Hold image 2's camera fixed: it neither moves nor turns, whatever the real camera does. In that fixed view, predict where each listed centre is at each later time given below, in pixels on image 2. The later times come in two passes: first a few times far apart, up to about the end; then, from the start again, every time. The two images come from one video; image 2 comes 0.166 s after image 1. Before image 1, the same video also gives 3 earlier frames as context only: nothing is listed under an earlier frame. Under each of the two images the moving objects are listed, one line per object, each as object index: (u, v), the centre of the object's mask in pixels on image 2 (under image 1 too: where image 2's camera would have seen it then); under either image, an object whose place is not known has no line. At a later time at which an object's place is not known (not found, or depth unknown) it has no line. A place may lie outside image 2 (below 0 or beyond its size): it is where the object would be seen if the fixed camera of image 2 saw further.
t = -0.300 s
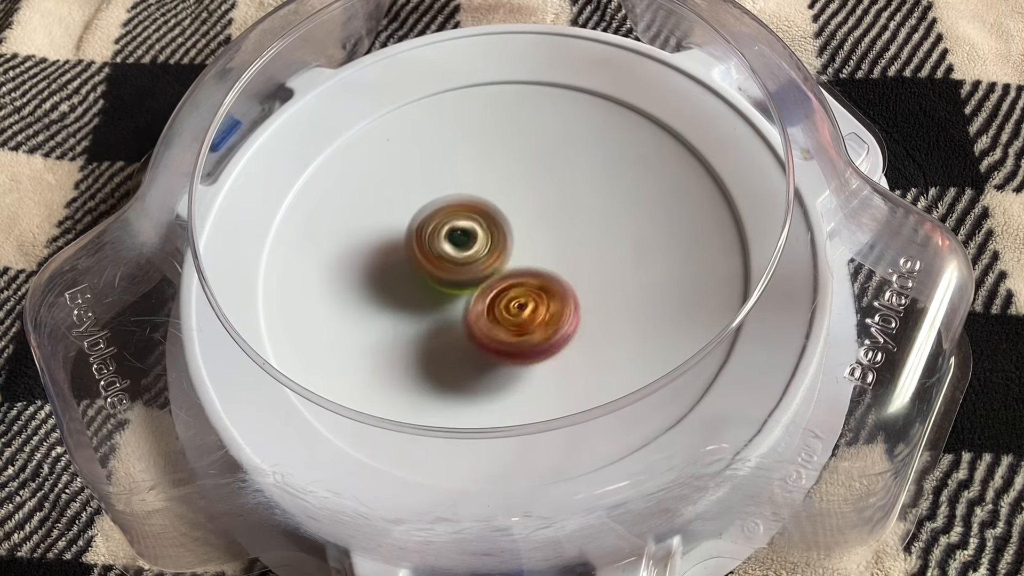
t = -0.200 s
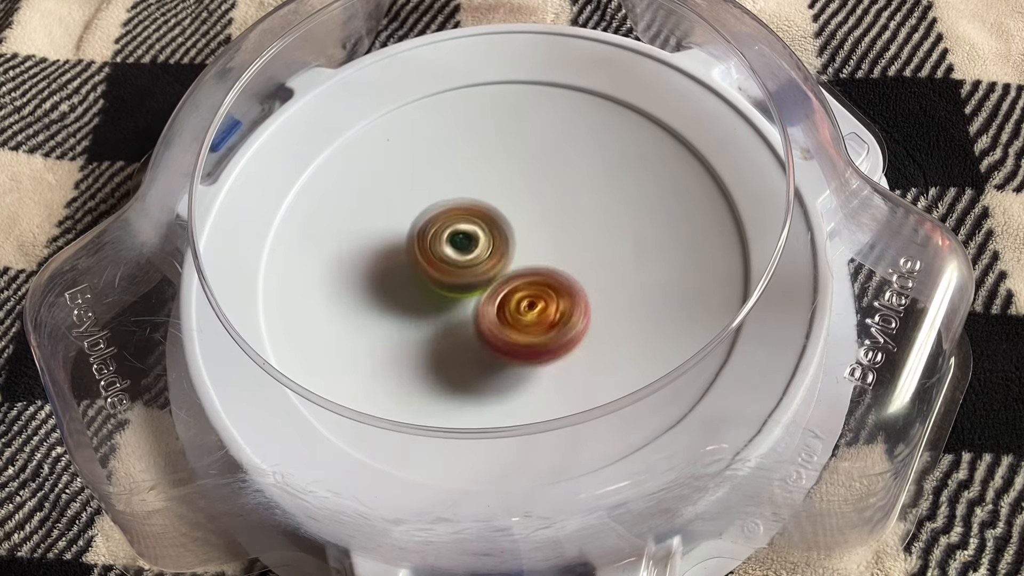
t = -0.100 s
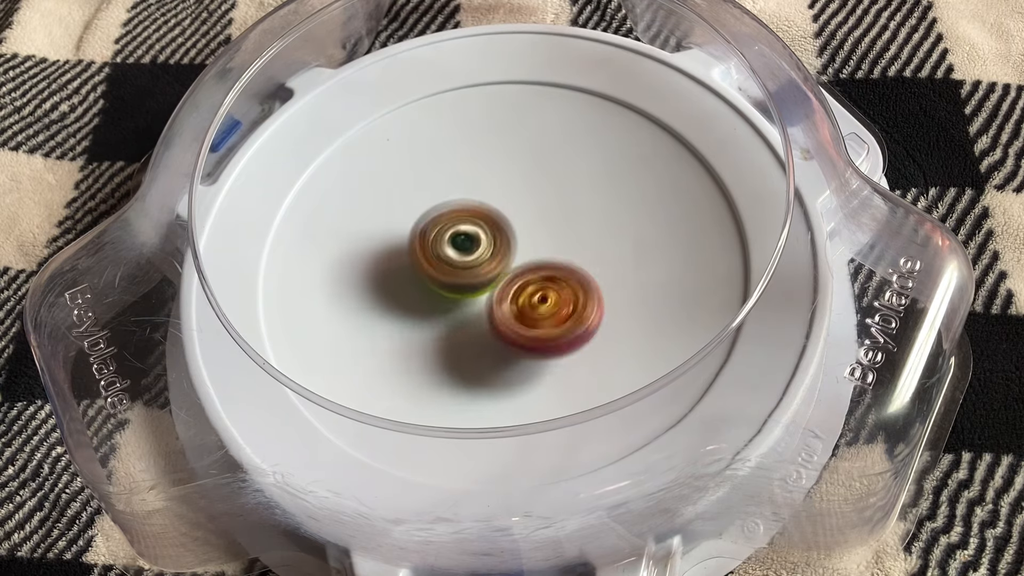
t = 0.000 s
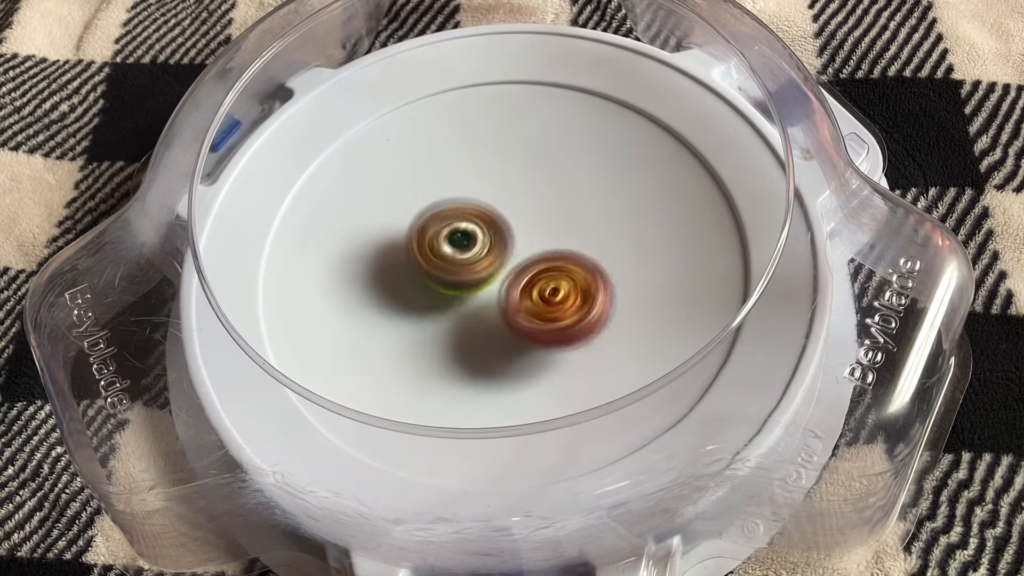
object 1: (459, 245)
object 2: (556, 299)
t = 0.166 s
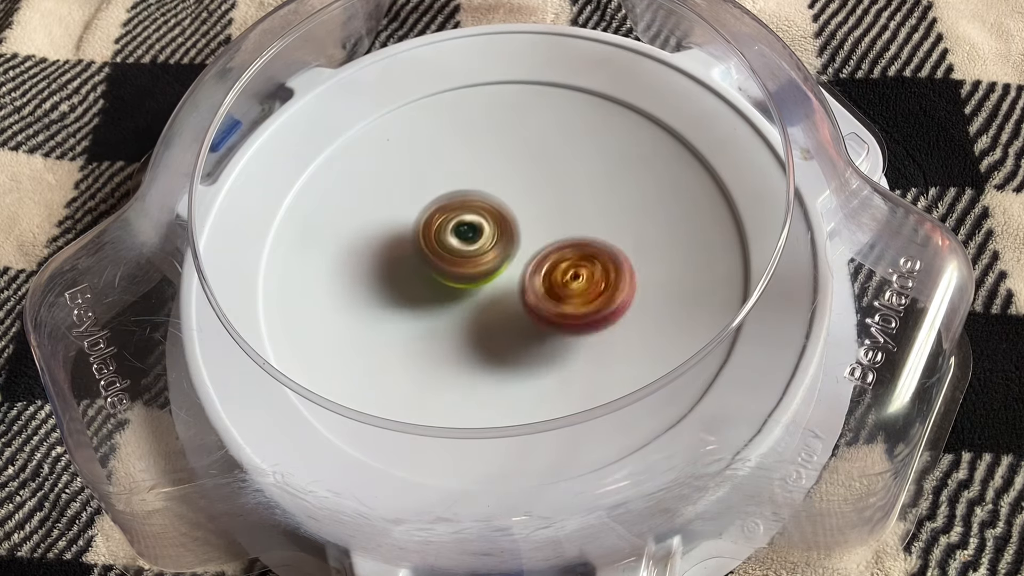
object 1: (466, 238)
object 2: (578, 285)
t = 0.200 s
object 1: (469, 239)
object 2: (576, 281)
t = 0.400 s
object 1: (432, 229)
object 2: (615, 257)
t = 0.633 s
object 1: (429, 234)
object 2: (589, 222)
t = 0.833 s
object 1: (407, 249)
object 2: (550, 270)
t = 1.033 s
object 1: (427, 266)
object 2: (563, 293)
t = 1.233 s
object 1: (423, 265)
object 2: (587, 292)
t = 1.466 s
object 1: (453, 259)
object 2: (582, 259)
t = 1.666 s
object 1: (422, 257)
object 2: (555, 239)
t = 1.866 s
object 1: (415, 261)
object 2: (539, 241)
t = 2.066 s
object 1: (420, 267)
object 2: (550, 251)
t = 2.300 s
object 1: (434, 276)
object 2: (566, 264)
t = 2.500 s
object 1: (450, 279)
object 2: (570, 251)
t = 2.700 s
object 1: (452, 275)
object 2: (565, 235)
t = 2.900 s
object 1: (444, 274)
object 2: (554, 230)
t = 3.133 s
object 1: (441, 273)
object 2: (555, 242)
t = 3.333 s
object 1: (430, 276)
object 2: (570, 252)
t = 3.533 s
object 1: (444, 278)
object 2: (559, 263)
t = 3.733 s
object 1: (443, 272)
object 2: (564, 266)
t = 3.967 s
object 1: (443, 266)
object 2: (558, 255)
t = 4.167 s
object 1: (430, 266)
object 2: (558, 242)
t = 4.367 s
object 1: (405, 275)
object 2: (564, 232)
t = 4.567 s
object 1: (421, 279)
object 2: (546, 236)
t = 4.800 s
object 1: (417, 274)
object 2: (585, 255)
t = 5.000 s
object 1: (443, 261)
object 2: (585, 250)
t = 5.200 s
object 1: (411, 233)
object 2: (596, 257)
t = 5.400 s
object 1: (414, 229)
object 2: (585, 257)
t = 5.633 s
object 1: (402, 236)
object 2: (535, 283)
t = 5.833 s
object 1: (423, 251)
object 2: (529, 298)
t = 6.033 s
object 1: (429, 251)
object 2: (567, 301)
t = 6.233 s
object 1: (449, 244)
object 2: (553, 264)
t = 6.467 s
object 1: (419, 204)
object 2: (577, 263)
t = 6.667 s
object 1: (431, 212)
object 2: (546, 260)
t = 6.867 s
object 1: (393, 187)
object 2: (551, 320)
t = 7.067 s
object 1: (411, 205)
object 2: (529, 323)
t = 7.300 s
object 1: (446, 247)
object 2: (547, 280)
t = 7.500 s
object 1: (465, 249)
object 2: (576, 271)
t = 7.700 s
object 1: (475, 243)
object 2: (558, 273)
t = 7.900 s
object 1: (464, 230)
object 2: (535, 290)
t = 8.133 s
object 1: (447, 245)
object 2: (518, 324)
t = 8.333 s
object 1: (454, 259)
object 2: (521, 312)
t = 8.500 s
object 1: (444, 257)
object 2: (527, 299)
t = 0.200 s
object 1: (469, 239)
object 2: (576, 281)
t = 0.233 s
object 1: (470, 240)
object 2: (573, 275)
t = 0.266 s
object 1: (467, 240)
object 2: (575, 271)
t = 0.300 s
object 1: (468, 239)
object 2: (573, 267)
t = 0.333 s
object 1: (460, 238)
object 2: (583, 264)
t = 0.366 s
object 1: (443, 233)
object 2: (600, 262)
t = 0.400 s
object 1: (432, 229)
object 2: (615, 257)
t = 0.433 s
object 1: (426, 227)
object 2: (627, 250)
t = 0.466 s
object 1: (425, 226)
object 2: (631, 242)
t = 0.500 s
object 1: (425, 226)
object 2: (631, 235)
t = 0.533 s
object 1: (425, 227)
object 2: (627, 229)
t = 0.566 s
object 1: (426, 229)
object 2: (617, 224)
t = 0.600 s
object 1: (428, 232)
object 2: (604, 221)
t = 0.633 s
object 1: (429, 234)
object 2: (589, 222)
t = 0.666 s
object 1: (431, 237)
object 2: (571, 226)
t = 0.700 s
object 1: (434, 240)
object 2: (550, 234)
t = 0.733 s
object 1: (425, 243)
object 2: (544, 245)
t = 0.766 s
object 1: (413, 246)
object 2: (545, 254)
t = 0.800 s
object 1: (408, 247)
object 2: (547, 263)
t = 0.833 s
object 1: (407, 249)
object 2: (550, 270)
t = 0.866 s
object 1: (407, 251)
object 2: (554, 278)
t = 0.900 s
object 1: (410, 253)
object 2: (558, 284)
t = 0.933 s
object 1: (413, 256)
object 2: (562, 288)
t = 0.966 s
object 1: (417, 260)
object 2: (563, 290)
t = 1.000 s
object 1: (422, 263)
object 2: (564, 291)
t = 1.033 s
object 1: (427, 266)
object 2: (563, 293)
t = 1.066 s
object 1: (431, 270)
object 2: (562, 294)
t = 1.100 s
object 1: (436, 272)
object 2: (559, 292)
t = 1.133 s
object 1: (441, 274)
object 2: (555, 292)
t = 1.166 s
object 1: (434, 273)
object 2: (563, 293)
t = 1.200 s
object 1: (426, 268)
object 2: (576, 295)
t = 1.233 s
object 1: (423, 265)
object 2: (587, 292)
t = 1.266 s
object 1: (425, 263)
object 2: (596, 289)
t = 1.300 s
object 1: (429, 261)
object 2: (600, 283)
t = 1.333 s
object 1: (433, 261)
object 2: (603, 280)
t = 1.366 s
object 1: (438, 260)
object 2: (603, 273)
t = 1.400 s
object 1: (443, 260)
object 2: (599, 268)
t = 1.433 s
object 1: (447, 260)
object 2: (591, 262)
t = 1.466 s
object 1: (453, 259)
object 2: (582, 259)
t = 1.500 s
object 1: (457, 259)
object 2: (571, 252)
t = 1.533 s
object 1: (447, 258)
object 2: (567, 248)
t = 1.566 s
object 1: (441, 257)
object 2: (561, 245)
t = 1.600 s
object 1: (440, 256)
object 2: (554, 244)
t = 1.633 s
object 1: (431, 256)
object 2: (555, 241)
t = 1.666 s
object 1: (422, 257)
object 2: (555, 239)
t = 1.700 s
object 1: (418, 256)
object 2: (555, 236)
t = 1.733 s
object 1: (419, 255)
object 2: (551, 236)
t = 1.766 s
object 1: (420, 256)
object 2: (547, 236)
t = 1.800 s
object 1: (423, 257)
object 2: (540, 236)
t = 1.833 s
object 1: (422, 259)
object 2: (536, 237)
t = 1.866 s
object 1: (415, 261)
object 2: (539, 241)
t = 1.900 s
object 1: (411, 262)
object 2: (543, 242)
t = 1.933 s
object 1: (410, 262)
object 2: (547, 243)
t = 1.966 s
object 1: (410, 263)
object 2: (549, 244)
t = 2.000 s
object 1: (412, 264)
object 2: (550, 248)
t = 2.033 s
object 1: (416, 265)
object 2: (551, 249)
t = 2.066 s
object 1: (420, 267)
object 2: (550, 251)
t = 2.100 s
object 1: (424, 269)
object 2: (548, 253)
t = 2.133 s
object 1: (428, 270)
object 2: (547, 256)
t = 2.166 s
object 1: (430, 272)
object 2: (548, 259)
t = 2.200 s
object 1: (431, 273)
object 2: (550, 262)
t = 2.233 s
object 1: (435, 274)
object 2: (551, 264)
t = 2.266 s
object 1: (434, 275)
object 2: (559, 264)
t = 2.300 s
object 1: (434, 276)
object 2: (566, 264)
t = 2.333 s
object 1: (437, 276)
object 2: (570, 261)
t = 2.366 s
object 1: (441, 276)
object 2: (573, 260)
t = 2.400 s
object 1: (443, 277)
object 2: (575, 257)
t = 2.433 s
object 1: (448, 277)
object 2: (573, 254)
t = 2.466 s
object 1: (453, 277)
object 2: (569, 253)
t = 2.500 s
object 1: (450, 279)
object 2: (570, 251)
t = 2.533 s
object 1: (444, 279)
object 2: (574, 247)
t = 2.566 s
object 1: (443, 279)
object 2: (575, 243)
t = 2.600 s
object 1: (444, 278)
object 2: (575, 240)
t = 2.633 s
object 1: (446, 277)
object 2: (574, 238)
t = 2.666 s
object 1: (448, 276)
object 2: (570, 235)
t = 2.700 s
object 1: (452, 275)
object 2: (565, 235)
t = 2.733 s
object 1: (453, 274)
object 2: (560, 234)
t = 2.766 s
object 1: (449, 276)
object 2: (560, 232)
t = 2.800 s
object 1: (448, 275)
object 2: (558, 232)
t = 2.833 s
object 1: (449, 274)
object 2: (557, 231)
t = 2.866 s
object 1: (447, 274)
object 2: (555, 230)
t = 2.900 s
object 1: (444, 274)
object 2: (554, 230)
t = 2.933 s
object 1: (444, 273)
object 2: (555, 230)
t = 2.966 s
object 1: (444, 273)
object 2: (554, 232)
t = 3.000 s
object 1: (444, 272)
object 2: (552, 233)
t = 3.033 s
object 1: (442, 272)
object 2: (553, 235)
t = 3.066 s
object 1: (442, 273)
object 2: (553, 238)
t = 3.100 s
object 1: (441, 273)
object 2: (553, 241)
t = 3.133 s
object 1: (441, 273)
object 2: (555, 242)
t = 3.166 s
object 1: (441, 273)
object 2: (555, 245)
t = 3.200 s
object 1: (442, 273)
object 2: (555, 248)
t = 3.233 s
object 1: (436, 275)
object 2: (560, 249)
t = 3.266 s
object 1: (431, 276)
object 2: (565, 249)
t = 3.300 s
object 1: (430, 276)
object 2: (568, 250)
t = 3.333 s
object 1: (430, 276)
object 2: (570, 252)
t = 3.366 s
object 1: (432, 277)
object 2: (570, 253)
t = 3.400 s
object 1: (435, 277)
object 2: (570, 255)
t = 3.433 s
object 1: (437, 279)
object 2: (568, 257)
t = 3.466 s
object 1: (440, 279)
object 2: (565, 260)
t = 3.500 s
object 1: (443, 279)
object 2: (562, 261)
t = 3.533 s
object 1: (444, 278)
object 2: (559, 263)
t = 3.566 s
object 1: (440, 278)
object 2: (563, 265)
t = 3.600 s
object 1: (438, 276)
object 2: (567, 267)
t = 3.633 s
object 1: (438, 276)
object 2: (567, 268)
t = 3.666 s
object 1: (439, 274)
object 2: (568, 268)
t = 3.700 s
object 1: (441, 273)
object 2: (566, 266)
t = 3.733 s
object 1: (443, 272)
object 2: (564, 266)
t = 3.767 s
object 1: (442, 271)
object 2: (564, 267)
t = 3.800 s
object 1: (438, 271)
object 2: (566, 265)
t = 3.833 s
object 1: (438, 270)
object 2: (567, 264)
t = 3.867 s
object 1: (439, 268)
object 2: (567, 260)
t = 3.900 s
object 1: (441, 266)
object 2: (565, 258)
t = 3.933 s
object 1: (442, 266)
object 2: (561, 257)
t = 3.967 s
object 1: (443, 266)
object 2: (558, 255)
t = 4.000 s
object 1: (433, 266)
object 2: (564, 252)
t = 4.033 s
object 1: (429, 266)
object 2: (565, 248)
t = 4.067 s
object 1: (427, 264)
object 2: (566, 245)
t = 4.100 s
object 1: (428, 264)
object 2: (565, 244)
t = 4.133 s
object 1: (429, 265)
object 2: (562, 243)
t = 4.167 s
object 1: (430, 266)
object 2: (558, 242)
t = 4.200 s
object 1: (432, 266)
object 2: (551, 242)
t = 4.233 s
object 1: (433, 267)
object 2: (546, 242)
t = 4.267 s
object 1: (421, 272)
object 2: (552, 239)
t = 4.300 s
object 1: (409, 274)
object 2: (559, 235)
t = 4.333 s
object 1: (406, 275)
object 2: (561, 233)
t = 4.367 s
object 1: (405, 275)
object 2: (564, 232)
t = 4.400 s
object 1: (406, 274)
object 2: (563, 231)
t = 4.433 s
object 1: (409, 276)
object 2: (563, 231)
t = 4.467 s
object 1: (411, 277)
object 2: (561, 231)
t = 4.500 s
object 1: (414, 278)
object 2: (557, 232)
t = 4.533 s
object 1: (417, 278)
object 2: (552, 233)
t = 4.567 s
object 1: (421, 279)
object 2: (546, 236)
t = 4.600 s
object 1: (427, 280)
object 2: (540, 241)
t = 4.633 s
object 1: (422, 281)
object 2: (541, 245)
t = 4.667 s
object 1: (412, 281)
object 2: (549, 248)
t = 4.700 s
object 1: (410, 279)
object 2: (556, 251)
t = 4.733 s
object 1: (412, 277)
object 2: (566, 253)
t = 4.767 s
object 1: (415, 276)
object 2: (575, 254)
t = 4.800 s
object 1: (417, 274)
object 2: (585, 255)
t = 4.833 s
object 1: (422, 273)
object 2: (591, 253)
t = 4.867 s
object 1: (426, 271)
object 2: (595, 252)
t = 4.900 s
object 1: (430, 269)
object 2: (596, 251)
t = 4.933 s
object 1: (434, 267)
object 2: (593, 250)
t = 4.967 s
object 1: (439, 264)
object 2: (589, 250)
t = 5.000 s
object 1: (443, 261)
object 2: (585, 250)
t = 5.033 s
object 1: (448, 258)
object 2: (576, 250)
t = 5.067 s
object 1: (452, 255)
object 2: (567, 252)
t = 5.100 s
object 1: (439, 250)
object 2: (573, 256)
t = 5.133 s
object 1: (423, 245)
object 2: (583, 256)
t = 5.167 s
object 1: (415, 238)
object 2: (591, 257)
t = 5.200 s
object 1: (411, 233)
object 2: (596, 257)
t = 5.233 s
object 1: (409, 230)
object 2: (601, 256)
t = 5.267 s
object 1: (408, 227)
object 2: (600, 255)
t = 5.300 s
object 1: (409, 227)
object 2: (599, 255)
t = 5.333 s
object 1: (409, 227)
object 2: (597, 255)
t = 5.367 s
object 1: (411, 227)
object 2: (592, 255)
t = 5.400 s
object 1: (414, 229)
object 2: (585, 257)
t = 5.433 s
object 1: (415, 230)
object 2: (575, 256)
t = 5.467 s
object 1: (419, 233)
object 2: (564, 257)
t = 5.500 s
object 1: (422, 235)
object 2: (551, 260)
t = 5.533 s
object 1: (427, 238)
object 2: (536, 263)
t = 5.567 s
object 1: (418, 237)
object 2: (534, 270)
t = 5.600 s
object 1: (408, 236)
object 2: (536, 275)
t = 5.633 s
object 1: (402, 236)
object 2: (535, 283)
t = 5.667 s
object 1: (402, 237)
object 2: (537, 288)
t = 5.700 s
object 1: (406, 240)
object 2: (537, 292)
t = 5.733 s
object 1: (410, 243)
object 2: (535, 295)
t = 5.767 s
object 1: (413, 245)
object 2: (536, 295)
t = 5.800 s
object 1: (419, 248)
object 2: (531, 296)
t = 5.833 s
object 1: (423, 251)
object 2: (529, 298)
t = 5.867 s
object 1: (430, 255)
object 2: (526, 300)
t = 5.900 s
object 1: (428, 254)
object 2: (531, 305)
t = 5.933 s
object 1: (424, 253)
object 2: (541, 306)
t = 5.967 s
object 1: (425, 252)
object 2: (550, 307)
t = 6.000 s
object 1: (426, 251)
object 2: (560, 305)
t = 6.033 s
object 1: (429, 251)
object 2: (567, 301)
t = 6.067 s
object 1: (433, 250)
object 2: (572, 295)
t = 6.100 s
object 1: (436, 249)
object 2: (573, 290)
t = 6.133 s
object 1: (440, 249)
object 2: (572, 285)
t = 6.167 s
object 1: (442, 248)
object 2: (568, 278)
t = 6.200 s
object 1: (445, 246)
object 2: (563, 272)
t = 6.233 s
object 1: (449, 244)
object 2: (553, 264)
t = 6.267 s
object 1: (442, 238)
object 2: (553, 262)
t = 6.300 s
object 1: (430, 227)
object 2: (558, 264)
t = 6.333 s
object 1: (423, 219)
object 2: (565, 266)
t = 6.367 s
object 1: (420, 212)
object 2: (570, 265)
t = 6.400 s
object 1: (418, 206)
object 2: (575, 264)
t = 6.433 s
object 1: (418, 204)
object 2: (578, 263)
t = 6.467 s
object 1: (419, 204)
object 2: (577, 263)
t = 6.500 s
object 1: (418, 204)
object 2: (577, 263)
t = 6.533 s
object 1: (421, 204)
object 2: (575, 261)
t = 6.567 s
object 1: (422, 205)
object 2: (569, 259)
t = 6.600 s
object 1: (426, 206)
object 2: (562, 258)
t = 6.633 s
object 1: (429, 209)
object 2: (554, 260)
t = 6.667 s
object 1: (431, 212)
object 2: (546, 260)
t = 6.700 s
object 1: (435, 216)
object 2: (537, 259)
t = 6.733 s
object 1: (435, 217)
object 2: (529, 265)
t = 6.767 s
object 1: (417, 207)
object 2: (538, 286)
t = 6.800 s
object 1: (405, 195)
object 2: (546, 296)
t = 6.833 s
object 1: (396, 188)
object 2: (550, 308)
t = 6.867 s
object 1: (393, 187)
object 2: (551, 320)
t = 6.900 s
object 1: (393, 187)
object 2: (545, 328)
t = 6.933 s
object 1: (395, 190)
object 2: (541, 332)
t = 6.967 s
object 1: (398, 192)
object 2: (538, 333)
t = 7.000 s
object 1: (402, 195)
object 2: (533, 333)
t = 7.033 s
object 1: (406, 199)
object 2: (532, 330)
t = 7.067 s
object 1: (411, 205)
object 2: (529, 323)
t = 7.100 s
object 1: (416, 212)
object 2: (529, 317)
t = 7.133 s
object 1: (425, 220)
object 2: (526, 308)
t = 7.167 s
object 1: (433, 228)
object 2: (526, 304)
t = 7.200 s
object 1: (441, 237)
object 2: (523, 294)
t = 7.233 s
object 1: (440, 242)
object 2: (531, 288)
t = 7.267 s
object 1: (441, 245)
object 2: (538, 280)
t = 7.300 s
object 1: (446, 247)
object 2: (547, 280)
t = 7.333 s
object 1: (451, 249)
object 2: (551, 276)
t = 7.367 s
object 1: (450, 249)
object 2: (563, 273)
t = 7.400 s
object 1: (454, 251)
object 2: (570, 274)
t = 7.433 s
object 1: (458, 251)
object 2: (576, 274)
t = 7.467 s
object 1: (461, 250)
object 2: (576, 276)
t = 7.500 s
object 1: (465, 249)
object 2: (576, 271)
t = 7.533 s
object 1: (468, 248)
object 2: (575, 272)
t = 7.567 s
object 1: (473, 247)
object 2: (570, 274)
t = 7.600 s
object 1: (477, 246)
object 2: (566, 273)
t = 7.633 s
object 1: (476, 244)
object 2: (563, 272)
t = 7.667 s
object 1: (475, 243)
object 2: (560, 273)
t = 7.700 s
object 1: (475, 243)
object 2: (558, 273)
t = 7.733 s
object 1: (473, 241)
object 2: (557, 275)
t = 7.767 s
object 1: (467, 238)
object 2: (553, 279)
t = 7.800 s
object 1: (465, 232)
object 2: (552, 282)
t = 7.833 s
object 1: (465, 228)
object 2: (547, 286)
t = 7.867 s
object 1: (465, 227)
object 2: (542, 286)
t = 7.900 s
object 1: (464, 230)
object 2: (535, 290)
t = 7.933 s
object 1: (459, 231)
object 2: (531, 295)
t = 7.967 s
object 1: (453, 232)
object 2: (528, 300)
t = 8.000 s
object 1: (451, 232)
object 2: (523, 305)
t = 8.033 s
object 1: (447, 233)
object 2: (519, 313)
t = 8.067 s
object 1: (444, 236)
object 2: (517, 318)
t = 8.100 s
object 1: (446, 241)
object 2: (517, 322)
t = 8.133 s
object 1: (447, 245)
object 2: (518, 324)
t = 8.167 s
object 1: (447, 248)
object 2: (518, 325)
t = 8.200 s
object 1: (448, 253)
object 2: (518, 325)
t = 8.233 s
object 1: (451, 258)
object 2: (518, 324)
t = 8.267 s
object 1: (453, 259)
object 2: (519, 322)
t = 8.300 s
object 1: (454, 259)
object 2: (520, 317)
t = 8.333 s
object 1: (454, 259)
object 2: (521, 312)
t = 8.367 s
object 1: (456, 257)
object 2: (521, 308)
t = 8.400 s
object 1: (456, 258)
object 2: (523, 305)
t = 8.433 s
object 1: (454, 256)
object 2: (523, 303)
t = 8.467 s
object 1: (450, 257)
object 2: (526, 300)
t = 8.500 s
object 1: (444, 257)
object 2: (527, 299)
